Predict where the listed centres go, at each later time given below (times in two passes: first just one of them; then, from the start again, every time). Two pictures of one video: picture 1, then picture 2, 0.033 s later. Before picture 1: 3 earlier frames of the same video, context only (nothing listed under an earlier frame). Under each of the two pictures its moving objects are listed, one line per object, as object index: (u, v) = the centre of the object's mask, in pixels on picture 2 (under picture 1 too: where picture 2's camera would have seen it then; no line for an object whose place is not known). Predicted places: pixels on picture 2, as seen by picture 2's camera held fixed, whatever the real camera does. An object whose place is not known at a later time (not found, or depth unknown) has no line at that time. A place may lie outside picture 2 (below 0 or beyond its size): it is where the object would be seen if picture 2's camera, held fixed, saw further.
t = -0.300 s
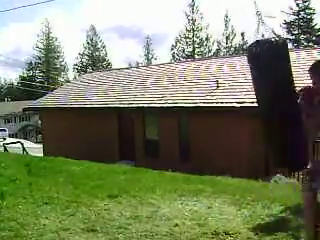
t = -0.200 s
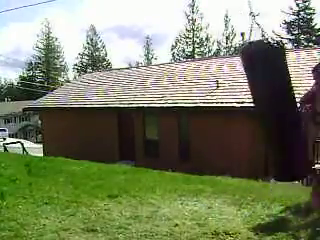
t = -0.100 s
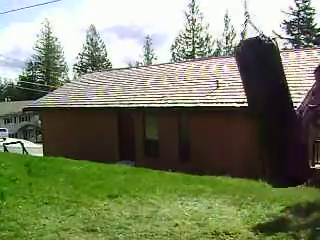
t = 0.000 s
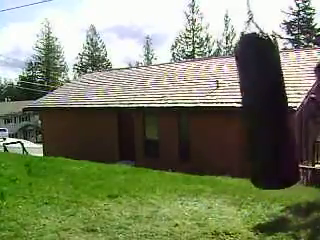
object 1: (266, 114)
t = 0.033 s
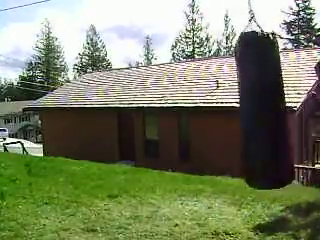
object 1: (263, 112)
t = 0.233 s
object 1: (239, 102)
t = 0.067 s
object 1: (259, 111)
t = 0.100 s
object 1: (255, 109)
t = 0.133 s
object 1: (252, 107)
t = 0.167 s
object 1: (248, 104)
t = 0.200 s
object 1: (243, 103)
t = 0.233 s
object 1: (239, 102)
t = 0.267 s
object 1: (234, 101)
